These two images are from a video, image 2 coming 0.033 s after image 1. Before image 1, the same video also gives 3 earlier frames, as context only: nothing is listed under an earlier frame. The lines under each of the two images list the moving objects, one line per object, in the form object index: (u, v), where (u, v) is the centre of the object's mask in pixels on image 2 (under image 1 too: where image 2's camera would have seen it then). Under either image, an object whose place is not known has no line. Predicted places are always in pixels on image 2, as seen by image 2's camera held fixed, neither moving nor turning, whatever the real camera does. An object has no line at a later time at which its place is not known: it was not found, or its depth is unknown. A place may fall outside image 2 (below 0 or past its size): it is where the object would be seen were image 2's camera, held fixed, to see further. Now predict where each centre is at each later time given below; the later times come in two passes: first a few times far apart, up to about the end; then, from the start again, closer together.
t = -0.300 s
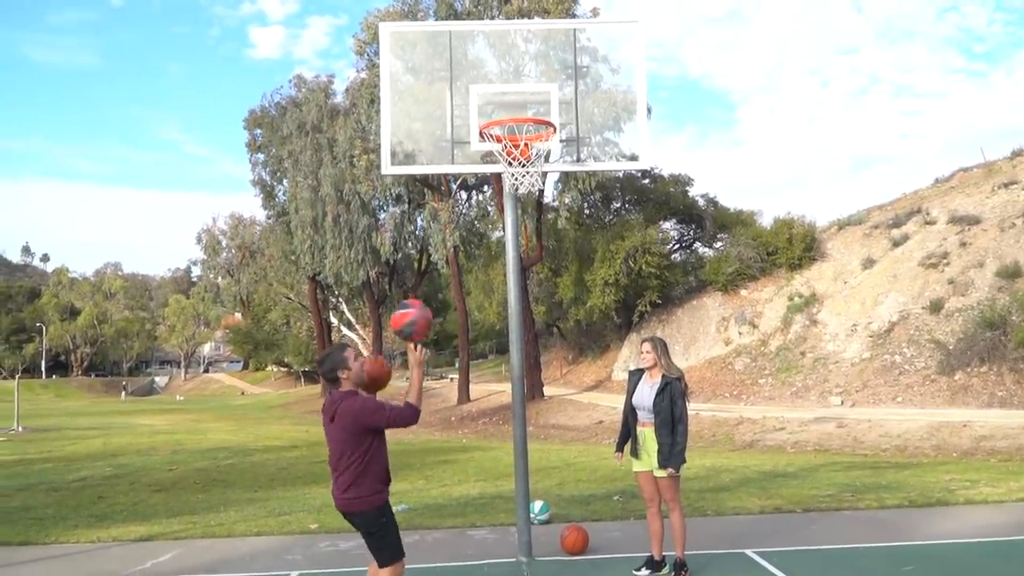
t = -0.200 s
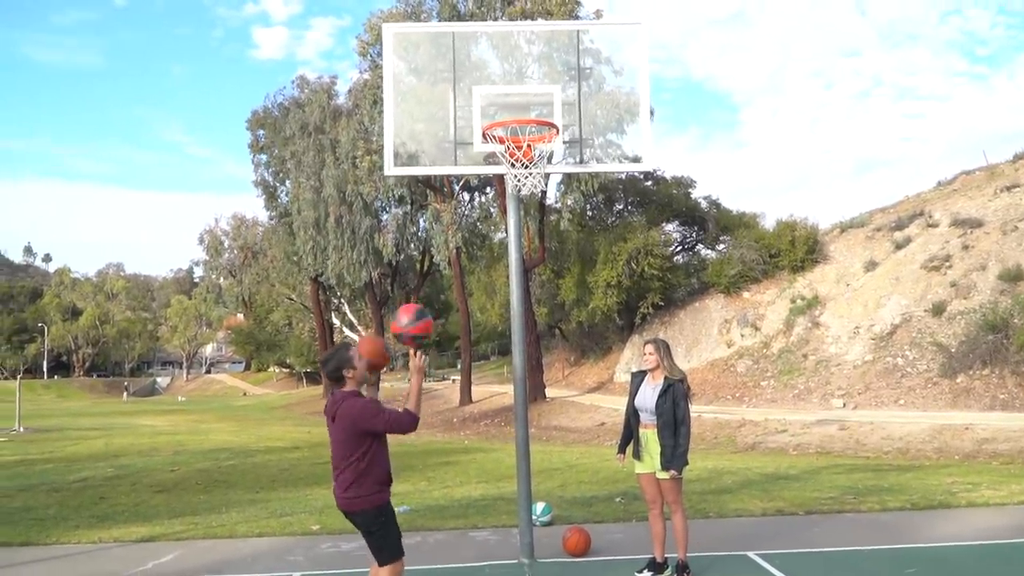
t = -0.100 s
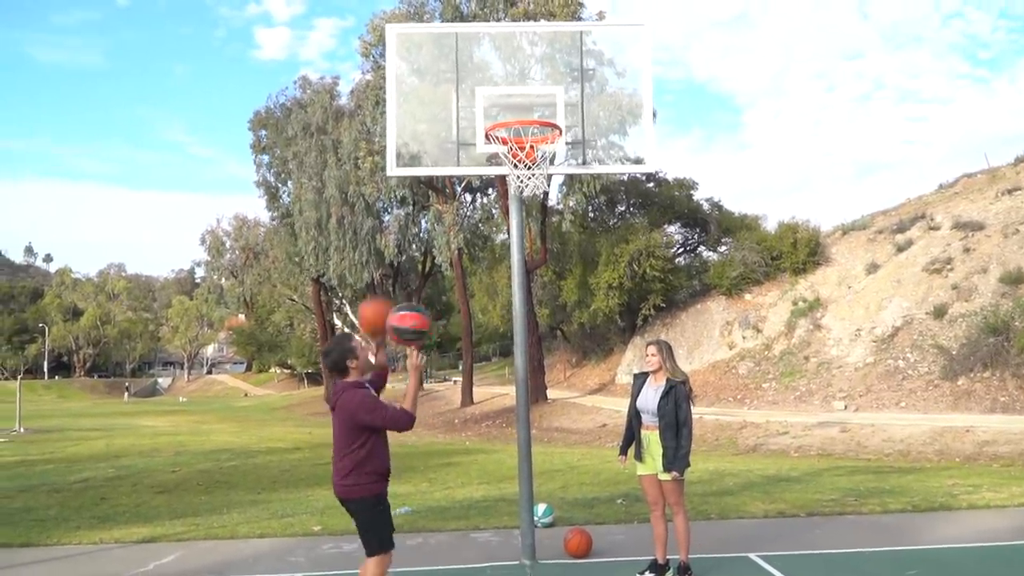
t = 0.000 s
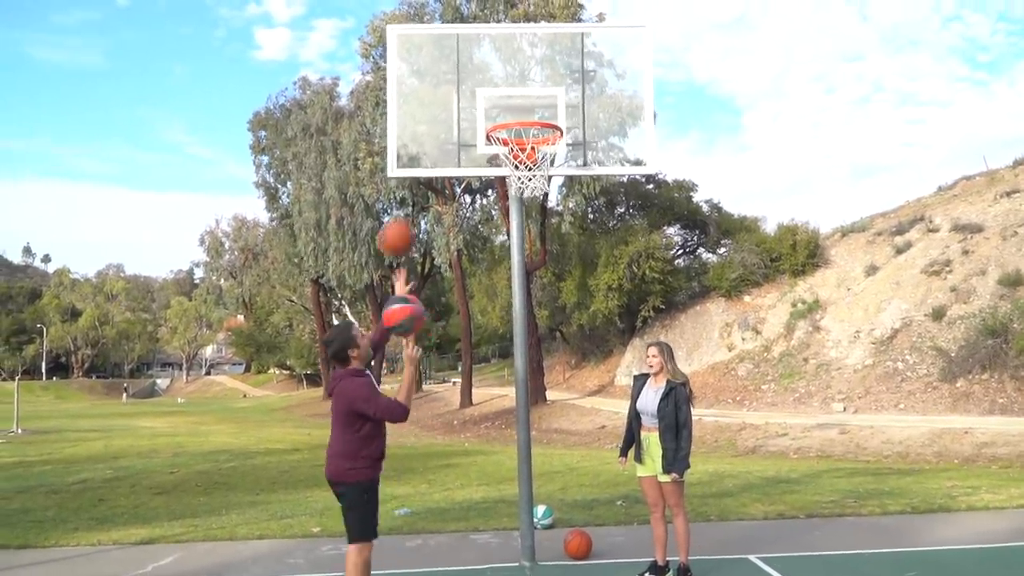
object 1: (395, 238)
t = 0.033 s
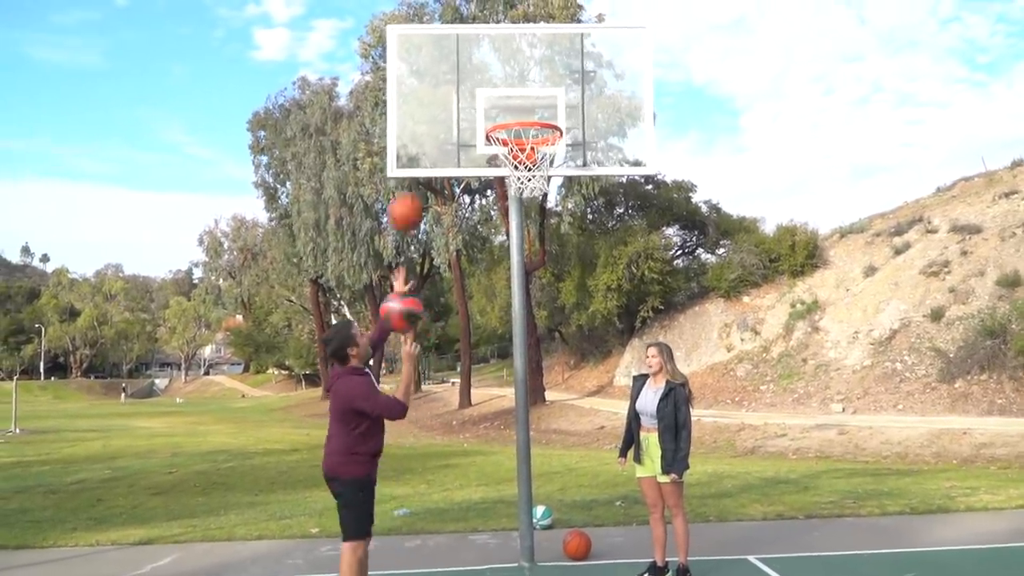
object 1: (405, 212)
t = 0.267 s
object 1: (466, 91)
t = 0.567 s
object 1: (517, 68)
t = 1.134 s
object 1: (510, 215)
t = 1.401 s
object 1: (513, 384)
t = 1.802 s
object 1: (523, 468)
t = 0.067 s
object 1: (414, 191)
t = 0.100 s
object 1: (423, 169)
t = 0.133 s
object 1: (432, 149)
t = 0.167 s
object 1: (441, 132)
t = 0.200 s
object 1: (449, 117)
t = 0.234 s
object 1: (458, 104)
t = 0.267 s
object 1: (466, 91)
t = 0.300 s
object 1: (473, 82)
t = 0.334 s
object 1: (481, 74)
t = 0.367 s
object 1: (486, 68)
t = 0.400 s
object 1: (491, 64)
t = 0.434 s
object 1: (496, 62)
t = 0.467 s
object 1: (501, 61)
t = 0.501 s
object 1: (506, 62)
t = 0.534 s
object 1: (511, 64)
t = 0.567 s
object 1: (517, 68)
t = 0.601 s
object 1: (522, 74)
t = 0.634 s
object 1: (527, 82)
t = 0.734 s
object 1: (545, 116)
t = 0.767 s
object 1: (543, 120)
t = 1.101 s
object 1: (510, 201)
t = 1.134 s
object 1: (510, 215)
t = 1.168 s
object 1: (510, 229)
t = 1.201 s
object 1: (509, 246)
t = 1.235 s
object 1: (509, 265)
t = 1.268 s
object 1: (509, 286)
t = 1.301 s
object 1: (510, 308)
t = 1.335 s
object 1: (511, 331)
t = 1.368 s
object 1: (512, 356)
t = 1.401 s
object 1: (513, 384)
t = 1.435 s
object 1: (515, 412)
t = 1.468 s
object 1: (515, 441)
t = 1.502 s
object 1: (516, 472)
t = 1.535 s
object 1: (516, 506)
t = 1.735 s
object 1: (520, 507)
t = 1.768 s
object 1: (522, 487)
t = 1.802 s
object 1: (523, 468)
